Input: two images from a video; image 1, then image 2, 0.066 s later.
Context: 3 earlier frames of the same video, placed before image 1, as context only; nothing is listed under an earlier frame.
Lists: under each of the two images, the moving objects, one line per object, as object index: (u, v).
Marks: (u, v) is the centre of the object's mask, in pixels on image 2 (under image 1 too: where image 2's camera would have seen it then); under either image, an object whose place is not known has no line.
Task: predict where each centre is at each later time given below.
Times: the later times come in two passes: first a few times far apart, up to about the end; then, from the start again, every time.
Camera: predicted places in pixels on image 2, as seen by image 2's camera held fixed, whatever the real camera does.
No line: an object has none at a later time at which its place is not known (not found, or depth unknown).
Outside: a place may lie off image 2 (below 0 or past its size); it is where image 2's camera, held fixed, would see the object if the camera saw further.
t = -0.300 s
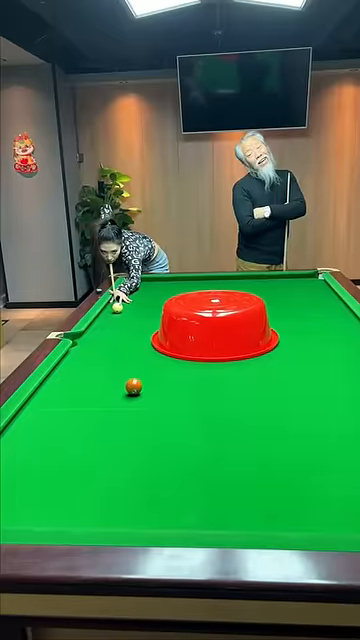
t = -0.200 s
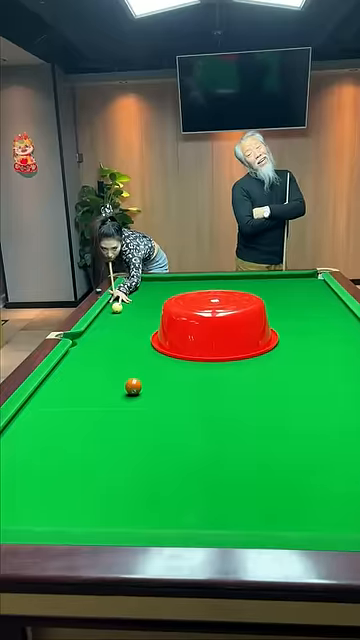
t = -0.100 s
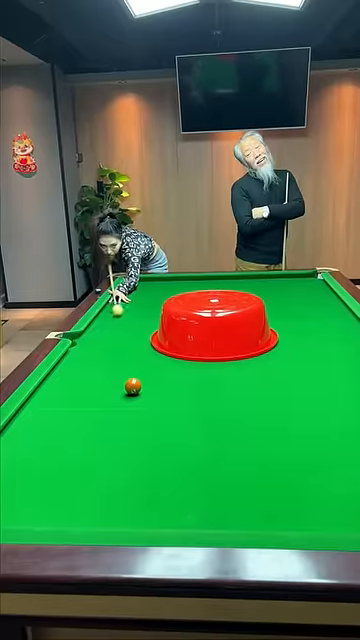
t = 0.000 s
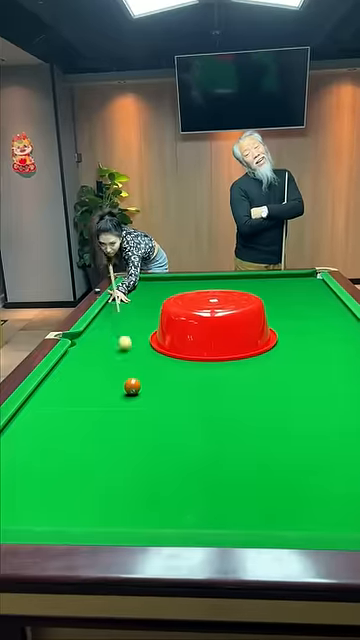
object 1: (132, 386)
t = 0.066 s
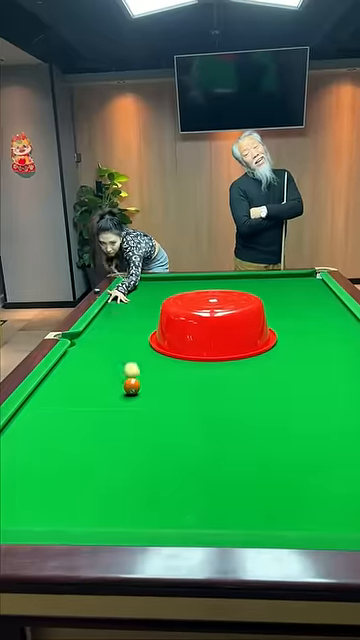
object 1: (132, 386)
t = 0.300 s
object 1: (136, 472)
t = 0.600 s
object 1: (187, 348)
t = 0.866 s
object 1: (145, 351)
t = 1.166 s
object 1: (109, 363)
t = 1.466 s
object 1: (88, 354)
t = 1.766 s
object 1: (75, 342)
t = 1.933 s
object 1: (70, 338)
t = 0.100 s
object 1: (130, 398)
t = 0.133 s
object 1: (126, 421)
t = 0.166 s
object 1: (122, 449)
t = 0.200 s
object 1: (118, 484)
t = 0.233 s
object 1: (112, 519)
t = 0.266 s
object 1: (124, 497)
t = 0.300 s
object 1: (136, 472)
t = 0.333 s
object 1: (146, 450)
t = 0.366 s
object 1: (154, 432)
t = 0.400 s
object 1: (162, 415)
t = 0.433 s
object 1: (168, 401)
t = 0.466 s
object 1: (174, 389)
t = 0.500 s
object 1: (179, 378)
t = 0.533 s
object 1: (184, 368)
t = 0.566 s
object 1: (188, 358)
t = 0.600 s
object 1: (187, 348)
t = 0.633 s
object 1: (181, 339)
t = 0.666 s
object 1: (175, 333)
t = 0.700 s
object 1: (170, 329)
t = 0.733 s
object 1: (165, 328)
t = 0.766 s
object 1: (160, 329)
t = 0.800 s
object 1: (156, 333)
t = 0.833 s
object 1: (150, 341)
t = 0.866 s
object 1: (145, 351)
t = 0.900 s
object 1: (141, 363)
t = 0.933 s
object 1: (136, 357)
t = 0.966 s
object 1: (132, 354)
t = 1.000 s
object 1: (127, 354)
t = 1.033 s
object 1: (123, 357)
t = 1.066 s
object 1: (119, 361)
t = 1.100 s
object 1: (115, 363)
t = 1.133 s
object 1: (112, 362)
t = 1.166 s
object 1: (109, 363)
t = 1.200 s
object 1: (105, 362)
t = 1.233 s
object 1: (102, 362)
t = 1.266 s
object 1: (100, 361)
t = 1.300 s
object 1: (97, 360)
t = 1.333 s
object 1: (95, 359)
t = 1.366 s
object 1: (93, 358)
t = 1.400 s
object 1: (92, 356)
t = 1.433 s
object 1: (90, 355)
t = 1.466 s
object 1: (88, 354)
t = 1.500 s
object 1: (87, 352)
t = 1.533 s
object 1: (85, 351)
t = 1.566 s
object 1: (84, 350)
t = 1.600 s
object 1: (82, 349)
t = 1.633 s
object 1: (81, 347)
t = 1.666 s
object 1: (80, 346)
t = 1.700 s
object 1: (78, 345)
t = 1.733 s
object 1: (76, 344)
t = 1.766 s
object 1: (75, 342)
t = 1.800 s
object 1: (74, 341)
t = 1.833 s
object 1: (73, 340)
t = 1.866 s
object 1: (72, 339)
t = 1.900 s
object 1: (71, 338)
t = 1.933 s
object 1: (70, 338)
